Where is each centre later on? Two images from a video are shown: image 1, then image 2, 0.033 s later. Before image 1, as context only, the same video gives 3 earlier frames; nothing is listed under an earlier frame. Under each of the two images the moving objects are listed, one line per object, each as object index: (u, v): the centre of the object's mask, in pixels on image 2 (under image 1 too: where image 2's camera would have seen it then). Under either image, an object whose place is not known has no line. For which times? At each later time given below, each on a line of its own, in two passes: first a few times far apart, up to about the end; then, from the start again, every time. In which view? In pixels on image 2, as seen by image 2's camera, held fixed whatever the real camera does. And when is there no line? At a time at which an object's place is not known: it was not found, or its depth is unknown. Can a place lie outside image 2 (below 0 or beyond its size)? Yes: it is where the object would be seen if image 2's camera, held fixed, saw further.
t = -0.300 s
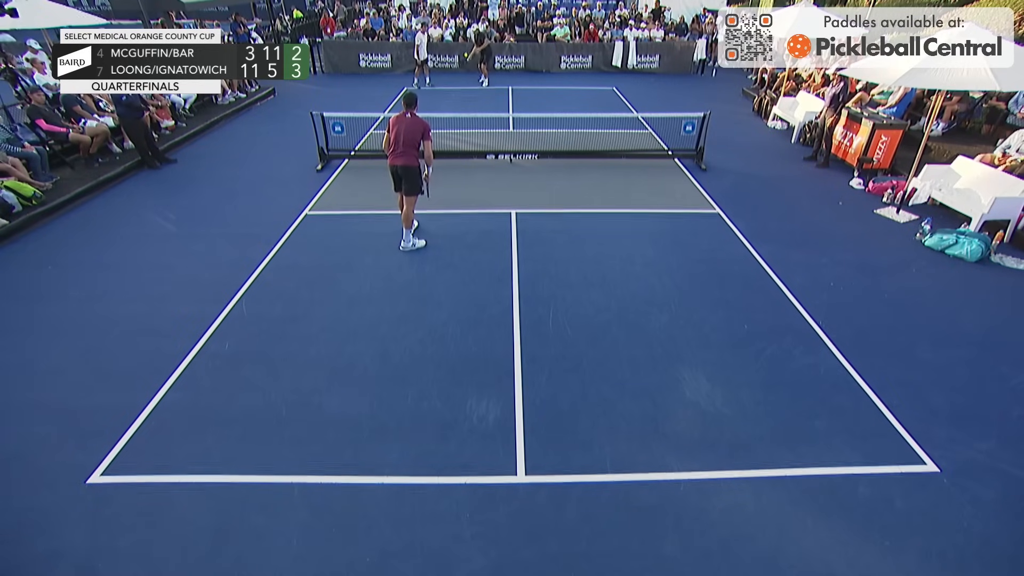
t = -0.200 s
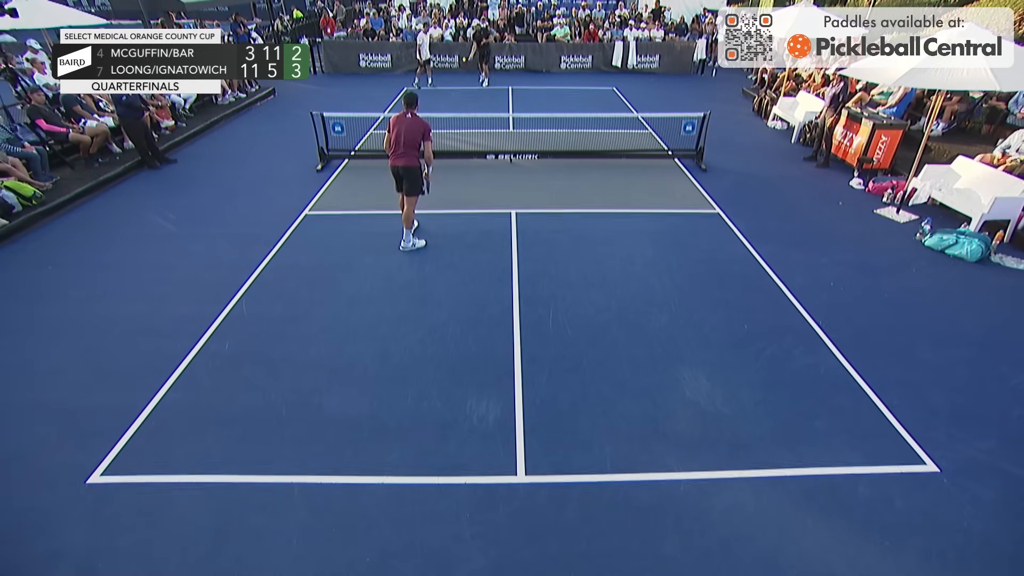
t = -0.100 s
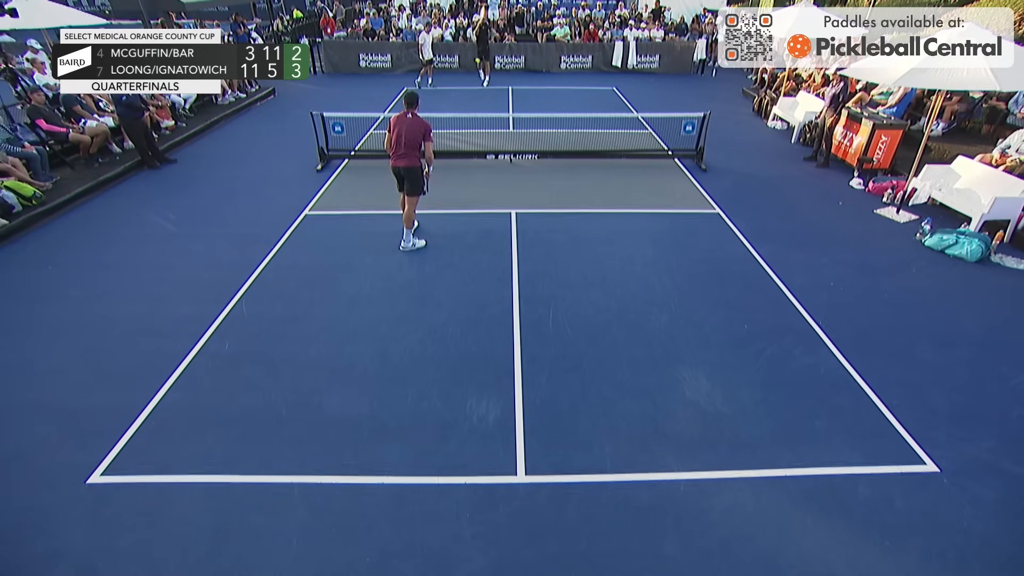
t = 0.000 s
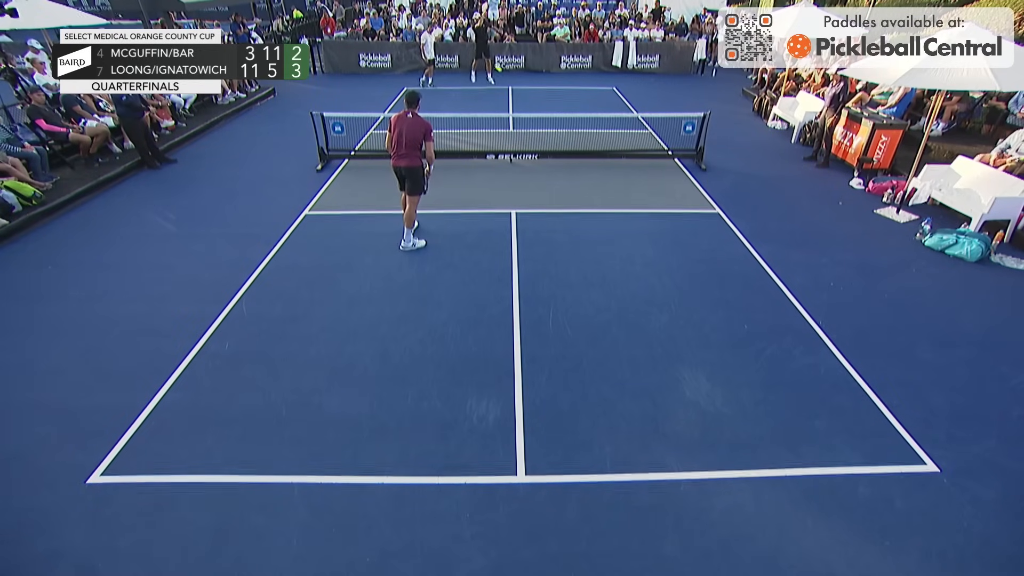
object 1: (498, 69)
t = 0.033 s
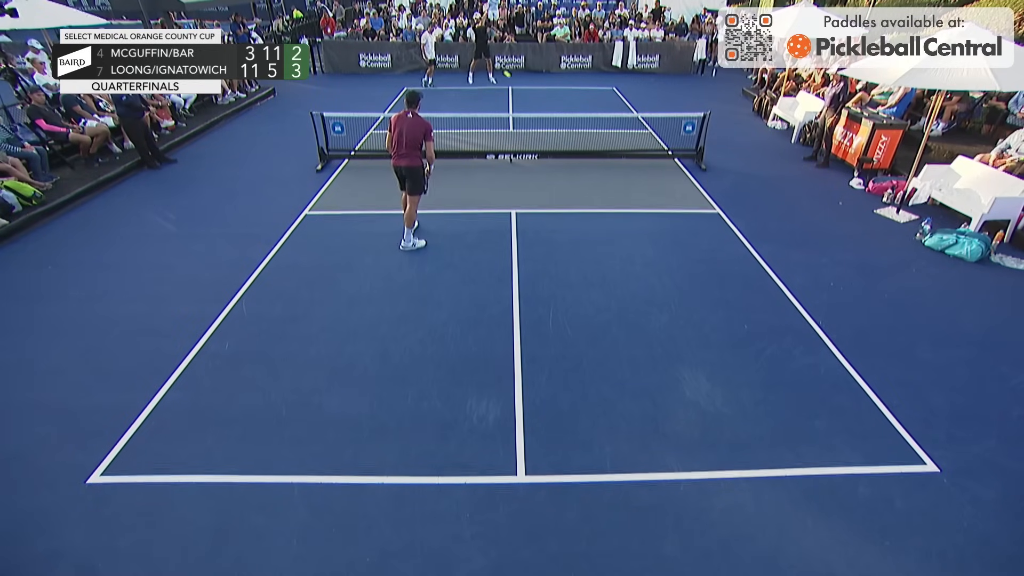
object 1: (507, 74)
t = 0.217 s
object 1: (568, 137)
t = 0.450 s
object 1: (700, 327)
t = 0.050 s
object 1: (511, 77)
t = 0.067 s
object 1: (516, 81)
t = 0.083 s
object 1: (520, 85)
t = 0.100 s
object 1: (525, 90)
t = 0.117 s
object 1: (531, 94)
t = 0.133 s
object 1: (536, 100)
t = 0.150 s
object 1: (542, 106)
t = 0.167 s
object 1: (548, 113)
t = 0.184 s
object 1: (555, 121)
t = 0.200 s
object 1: (561, 129)
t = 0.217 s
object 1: (568, 137)
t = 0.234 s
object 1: (575, 146)
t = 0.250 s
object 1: (583, 157)
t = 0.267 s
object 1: (591, 168)
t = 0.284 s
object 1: (599, 179)
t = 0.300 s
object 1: (607, 191)
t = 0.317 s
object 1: (616, 204)
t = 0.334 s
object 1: (626, 220)
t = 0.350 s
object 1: (635, 235)
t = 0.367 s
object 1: (645, 251)
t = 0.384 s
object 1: (655, 269)
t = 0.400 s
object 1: (666, 288)
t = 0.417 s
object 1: (677, 308)
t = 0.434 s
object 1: (688, 321)
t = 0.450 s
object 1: (700, 327)
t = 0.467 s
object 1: (713, 334)
